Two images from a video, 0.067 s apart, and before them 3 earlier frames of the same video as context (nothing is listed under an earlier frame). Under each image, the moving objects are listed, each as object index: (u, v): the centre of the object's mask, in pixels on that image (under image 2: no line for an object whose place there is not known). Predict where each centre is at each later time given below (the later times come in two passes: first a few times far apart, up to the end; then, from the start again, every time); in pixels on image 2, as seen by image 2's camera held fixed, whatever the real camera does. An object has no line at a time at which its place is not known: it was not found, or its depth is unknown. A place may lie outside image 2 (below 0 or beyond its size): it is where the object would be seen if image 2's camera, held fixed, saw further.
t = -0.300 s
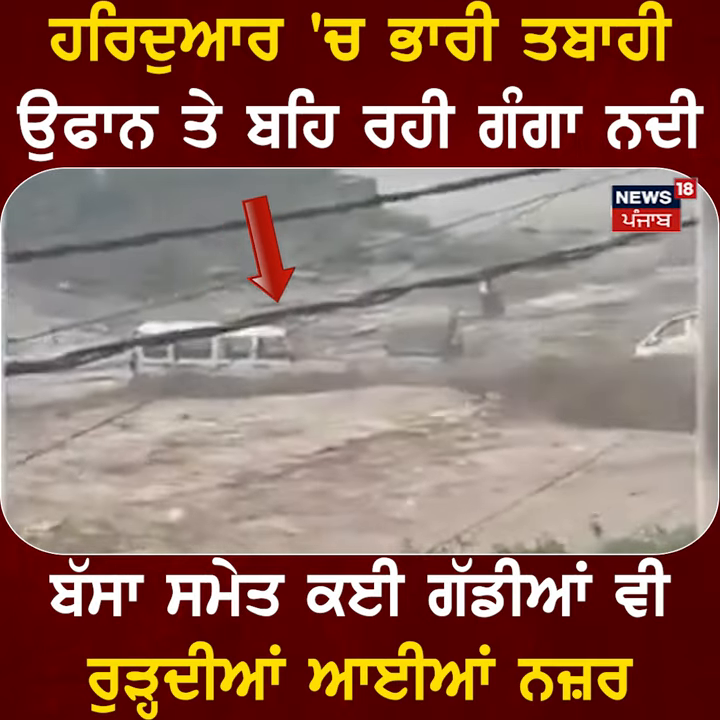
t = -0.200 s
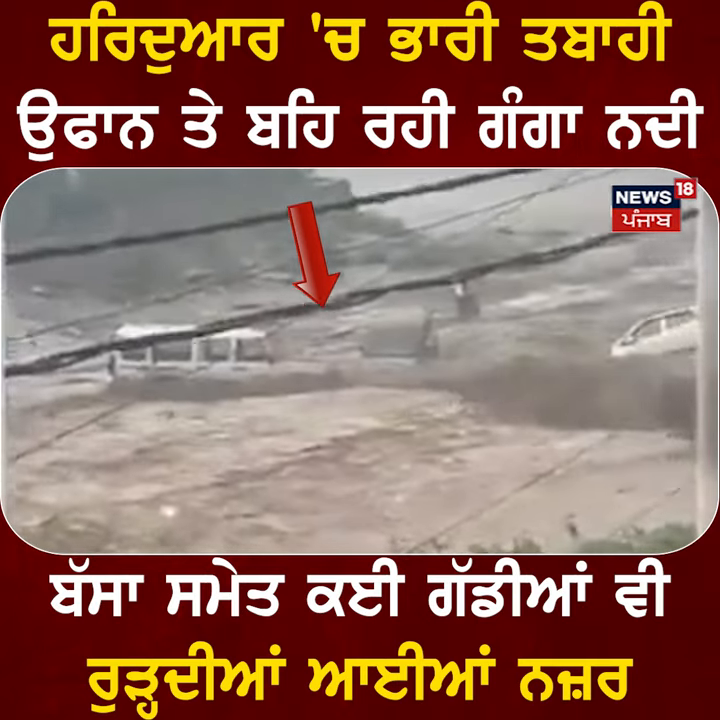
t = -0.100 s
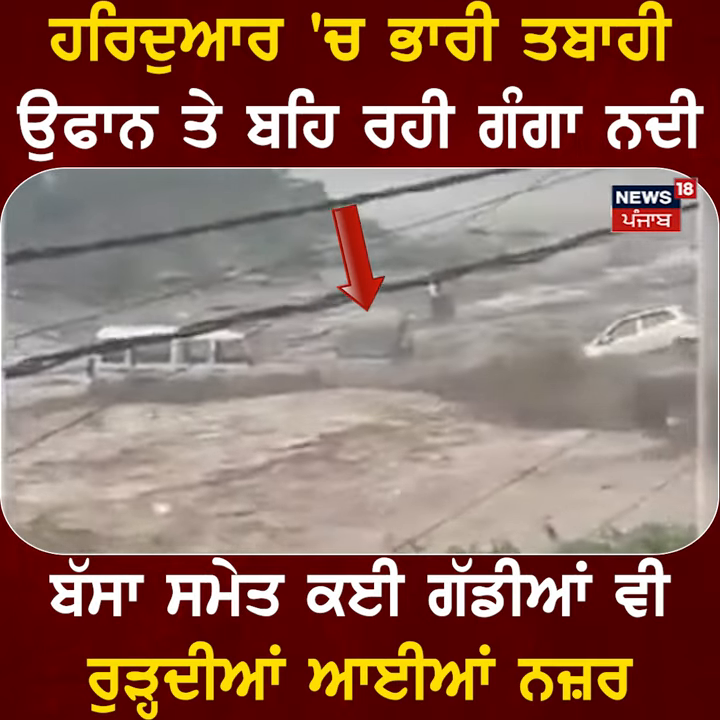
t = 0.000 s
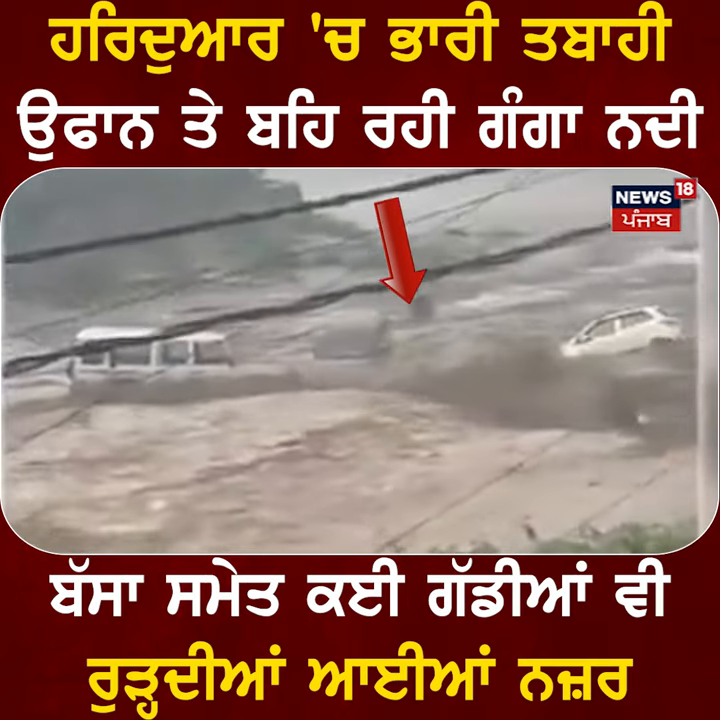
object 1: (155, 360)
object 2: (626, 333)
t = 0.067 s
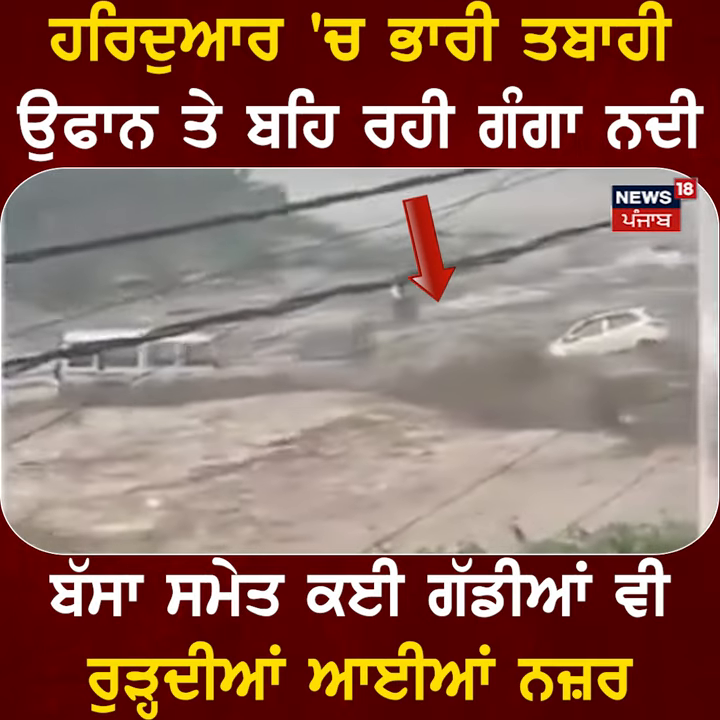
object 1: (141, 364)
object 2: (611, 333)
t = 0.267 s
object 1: (109, 366)
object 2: (571, 335)
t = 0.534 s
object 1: (76, 366)
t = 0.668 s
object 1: (71, 366)
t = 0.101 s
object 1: (135, 364)
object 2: (605, 334)
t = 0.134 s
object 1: (129, 366)
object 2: (599, 334)
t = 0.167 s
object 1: (124, 364)
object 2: (591, 334)
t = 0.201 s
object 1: (119, 365)
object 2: (584, 334)
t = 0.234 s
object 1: (114, 365)
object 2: (578, 334)
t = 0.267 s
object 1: (109, 366)
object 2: (571, 335)
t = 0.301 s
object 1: (103, 367)
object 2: (566, 334)
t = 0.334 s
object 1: (97, 366)
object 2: (561, 334)
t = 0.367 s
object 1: (91, 367)
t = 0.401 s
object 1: (88, 367)
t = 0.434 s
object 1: (84, 367)
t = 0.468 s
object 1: (83, 367)
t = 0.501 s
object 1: (80, 367)
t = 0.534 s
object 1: (76, 366)
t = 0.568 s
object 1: (74, 366)
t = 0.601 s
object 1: (72, 366)
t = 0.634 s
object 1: (71, 366)
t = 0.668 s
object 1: (71, 366)
